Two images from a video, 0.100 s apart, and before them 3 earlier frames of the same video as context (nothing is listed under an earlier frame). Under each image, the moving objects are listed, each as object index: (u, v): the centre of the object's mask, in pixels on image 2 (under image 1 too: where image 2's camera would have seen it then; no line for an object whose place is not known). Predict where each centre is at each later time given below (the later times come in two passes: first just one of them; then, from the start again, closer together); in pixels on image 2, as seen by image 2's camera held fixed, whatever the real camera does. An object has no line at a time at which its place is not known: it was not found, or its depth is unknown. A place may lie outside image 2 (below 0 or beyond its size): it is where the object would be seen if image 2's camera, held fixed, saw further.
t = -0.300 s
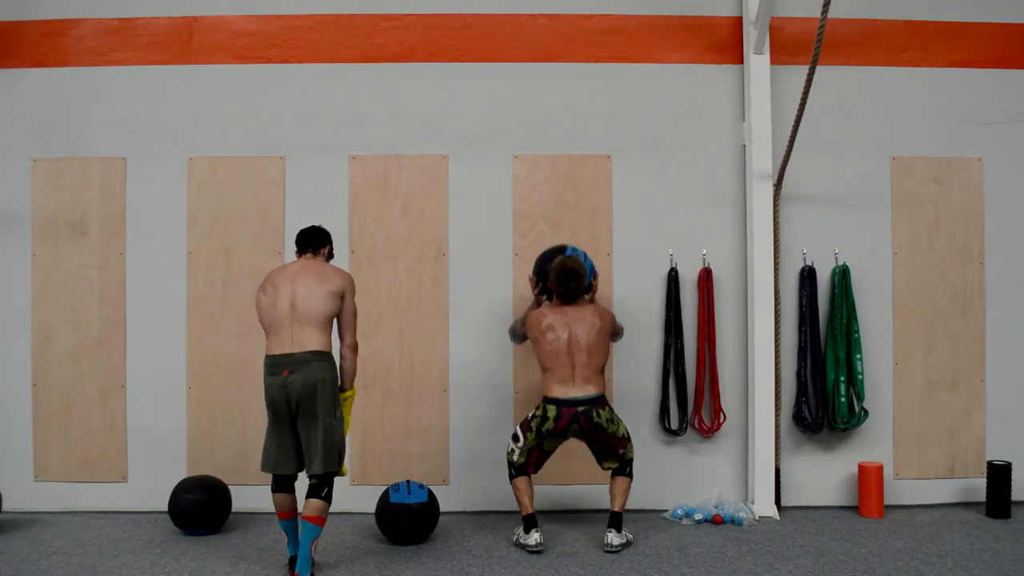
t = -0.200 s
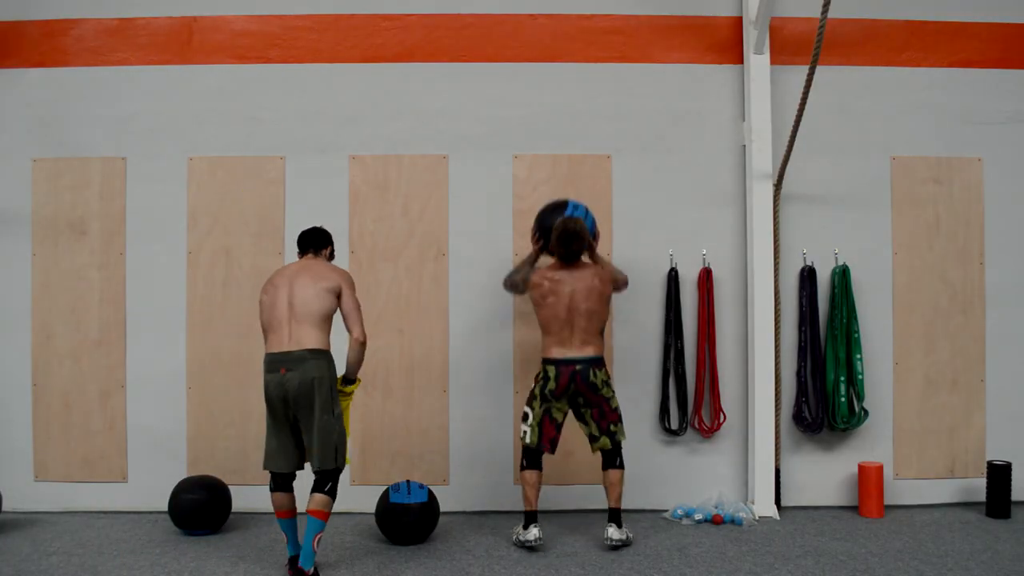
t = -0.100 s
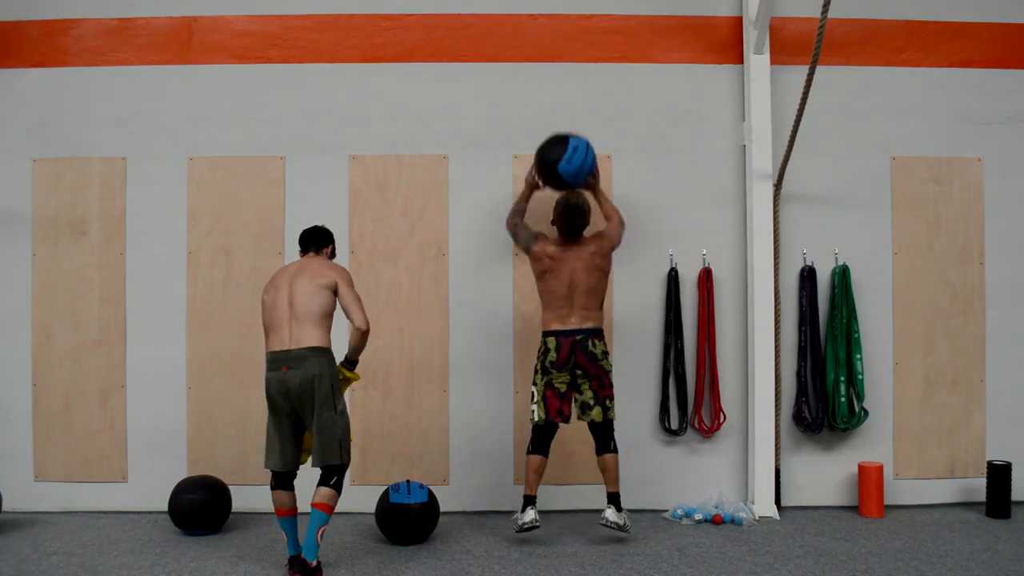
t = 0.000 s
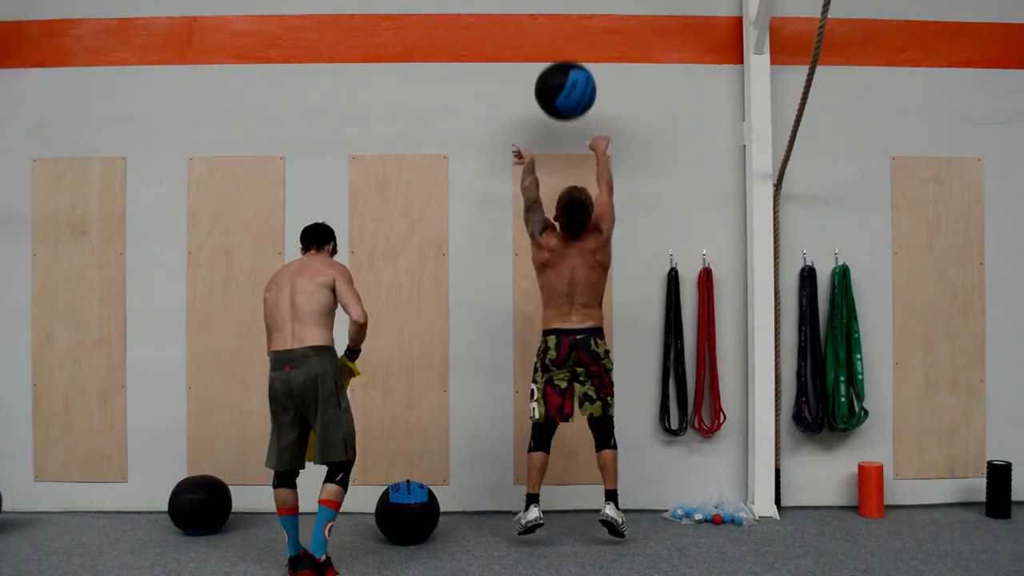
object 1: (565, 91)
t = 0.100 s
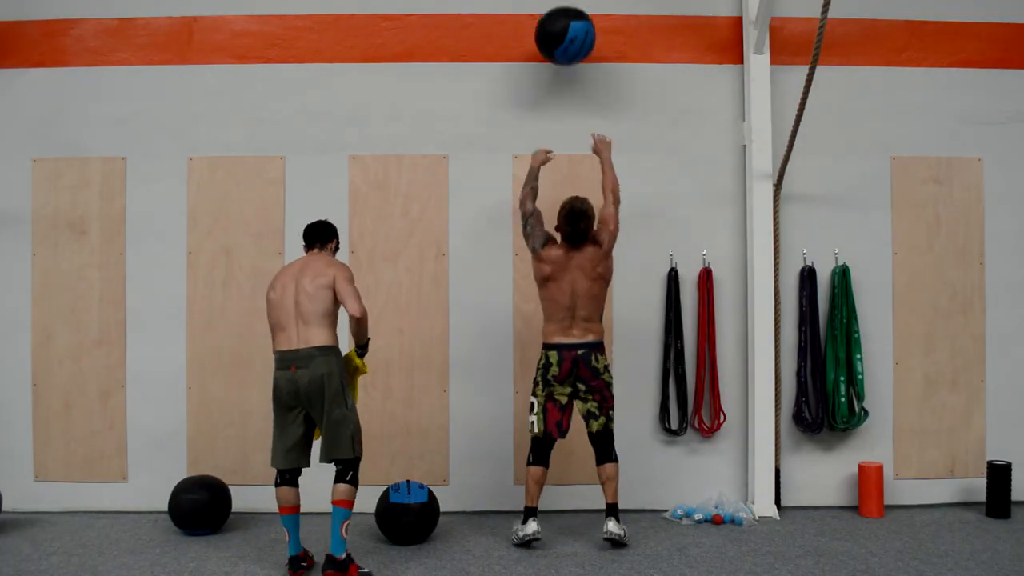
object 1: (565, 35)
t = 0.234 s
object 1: (565, 8)
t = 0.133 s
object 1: (565, 23)
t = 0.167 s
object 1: (565, 17)
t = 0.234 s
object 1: (565, 8)
